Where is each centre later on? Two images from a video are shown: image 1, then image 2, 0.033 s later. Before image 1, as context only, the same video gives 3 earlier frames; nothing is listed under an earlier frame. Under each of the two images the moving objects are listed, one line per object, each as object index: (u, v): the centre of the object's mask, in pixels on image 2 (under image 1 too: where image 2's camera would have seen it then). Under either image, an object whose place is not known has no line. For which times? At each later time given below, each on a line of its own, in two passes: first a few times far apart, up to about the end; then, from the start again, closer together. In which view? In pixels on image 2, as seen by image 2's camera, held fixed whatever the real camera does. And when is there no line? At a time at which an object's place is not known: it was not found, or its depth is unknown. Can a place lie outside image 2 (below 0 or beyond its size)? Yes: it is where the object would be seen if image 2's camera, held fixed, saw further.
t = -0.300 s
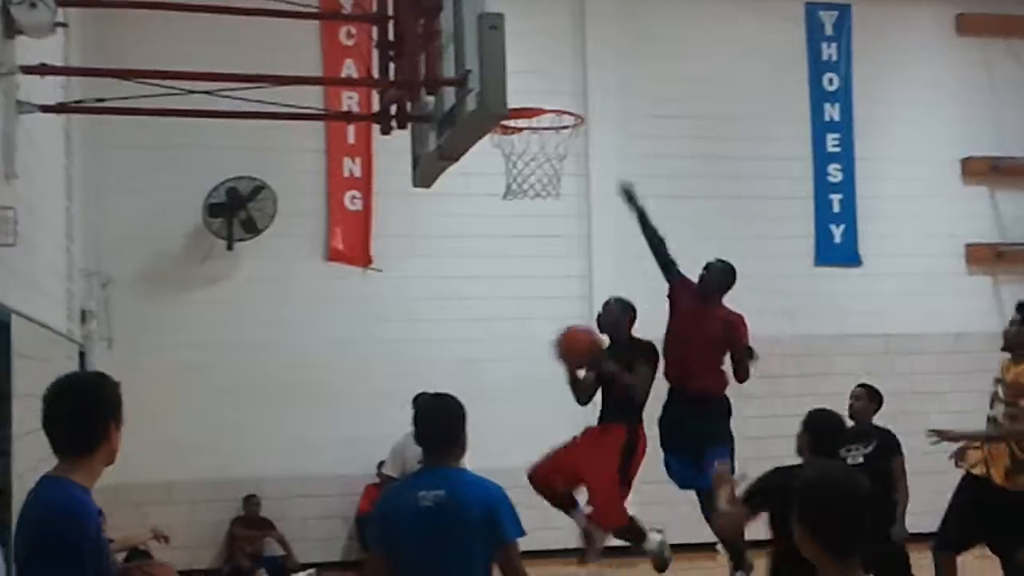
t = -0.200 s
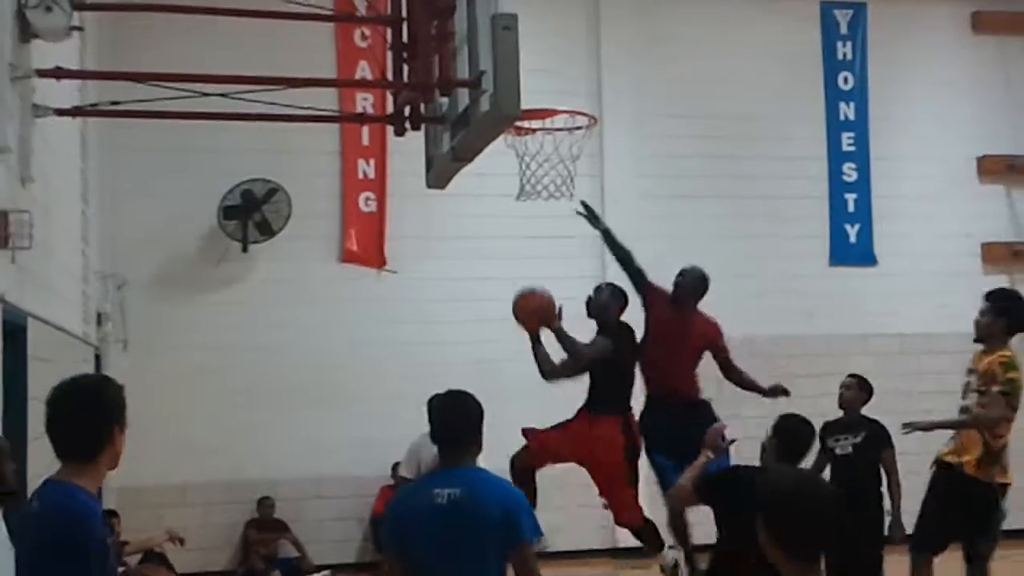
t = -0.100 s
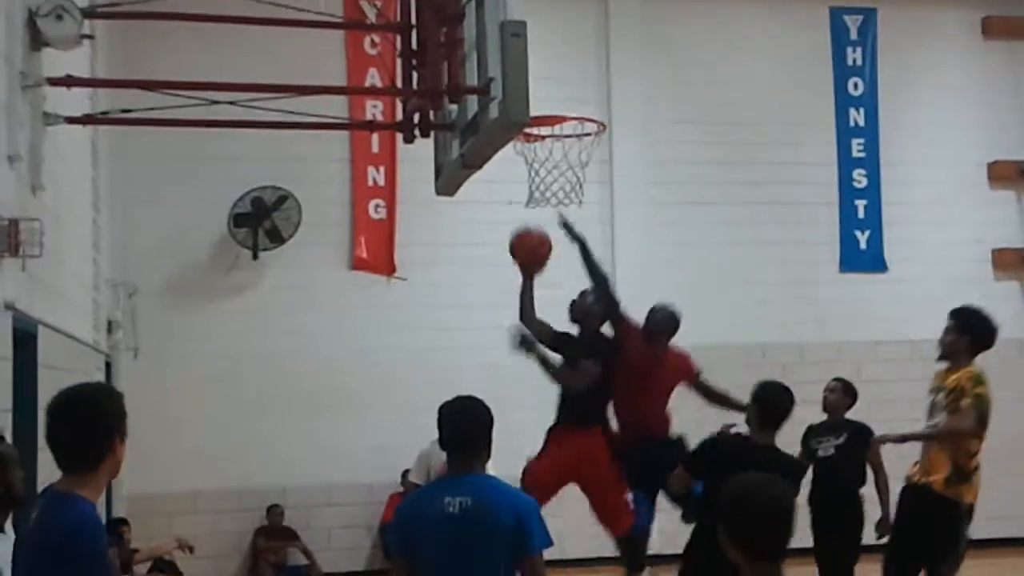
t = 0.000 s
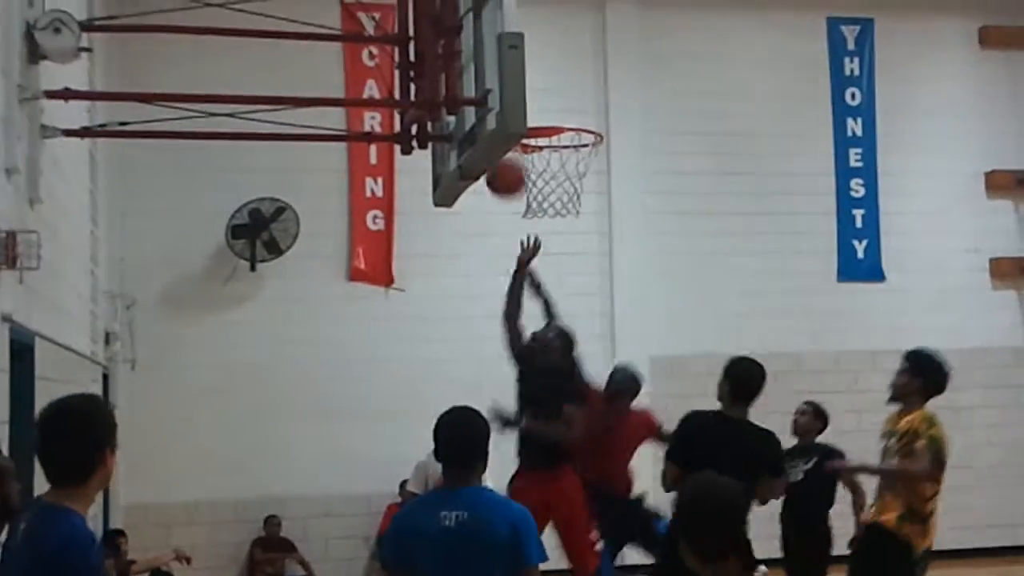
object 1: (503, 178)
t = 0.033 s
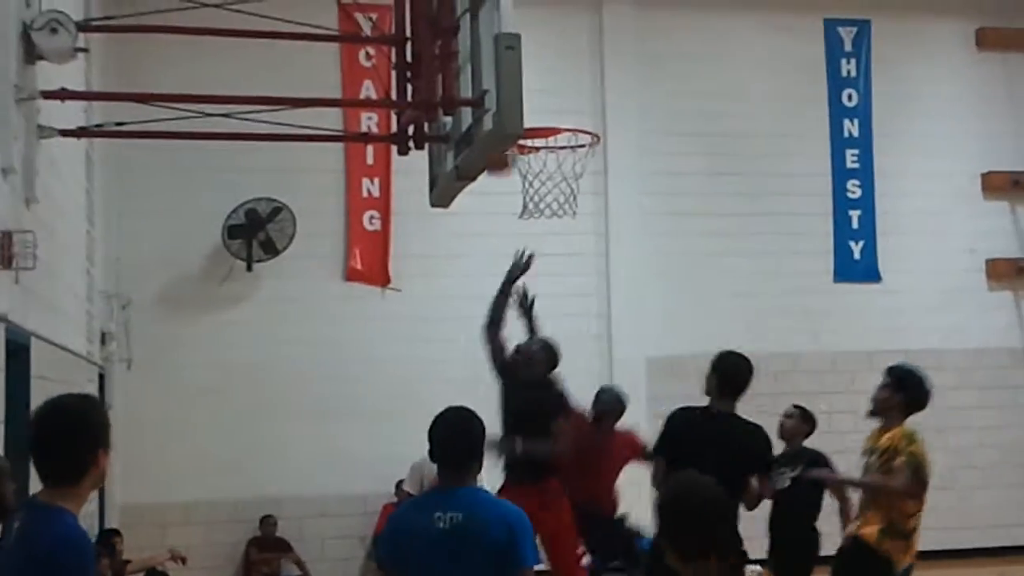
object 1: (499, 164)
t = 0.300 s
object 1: (533, 74)
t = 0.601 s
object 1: (563, 114)
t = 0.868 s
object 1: (518, 181)
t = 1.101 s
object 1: (537, 267)
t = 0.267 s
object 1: (527, 73)
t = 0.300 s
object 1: (533, 74)
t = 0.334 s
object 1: (539, 77)
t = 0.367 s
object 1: (544, 83)
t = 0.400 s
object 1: (551, 89)
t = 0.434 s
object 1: (560, 97)
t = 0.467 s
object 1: (570, 107)
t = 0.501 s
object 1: (580, 120)
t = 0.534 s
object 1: (577, 122)
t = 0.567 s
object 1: (570, 120)
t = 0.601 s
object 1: (563, 114)
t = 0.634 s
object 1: (556, 121)
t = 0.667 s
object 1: (549, 126)
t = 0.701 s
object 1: (540, 136)
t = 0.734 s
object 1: (535, 144)
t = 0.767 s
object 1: (527, 159)
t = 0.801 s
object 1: (521, 168)
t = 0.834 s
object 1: (518, 174)
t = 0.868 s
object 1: (518, 181)
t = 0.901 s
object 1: (519, 187)
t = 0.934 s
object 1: (522, 195)
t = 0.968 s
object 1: (524, 205)
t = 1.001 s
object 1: (527, 218)
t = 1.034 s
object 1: (530, 232)
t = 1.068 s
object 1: (533, 248)
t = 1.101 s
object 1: (537, 267)
